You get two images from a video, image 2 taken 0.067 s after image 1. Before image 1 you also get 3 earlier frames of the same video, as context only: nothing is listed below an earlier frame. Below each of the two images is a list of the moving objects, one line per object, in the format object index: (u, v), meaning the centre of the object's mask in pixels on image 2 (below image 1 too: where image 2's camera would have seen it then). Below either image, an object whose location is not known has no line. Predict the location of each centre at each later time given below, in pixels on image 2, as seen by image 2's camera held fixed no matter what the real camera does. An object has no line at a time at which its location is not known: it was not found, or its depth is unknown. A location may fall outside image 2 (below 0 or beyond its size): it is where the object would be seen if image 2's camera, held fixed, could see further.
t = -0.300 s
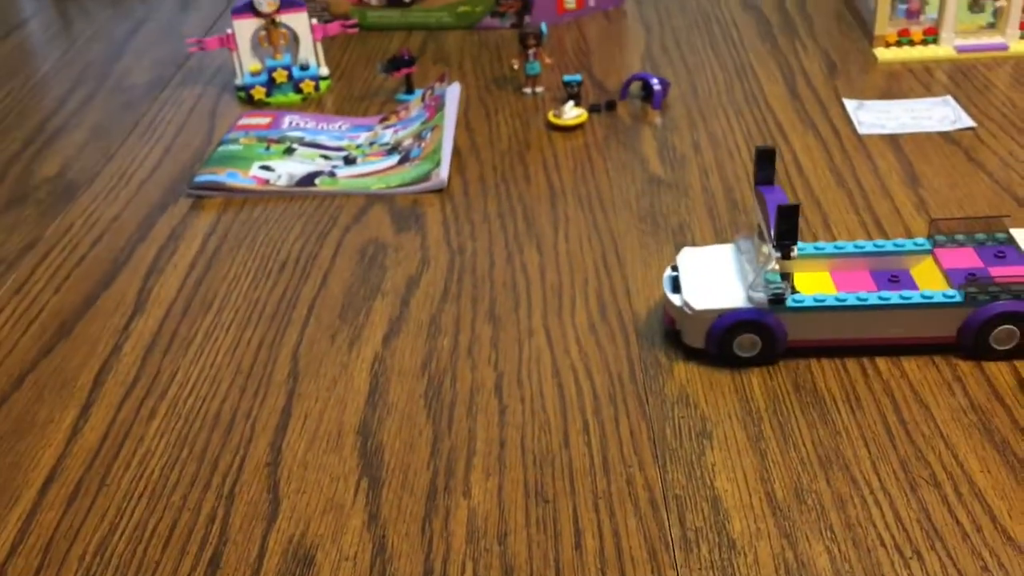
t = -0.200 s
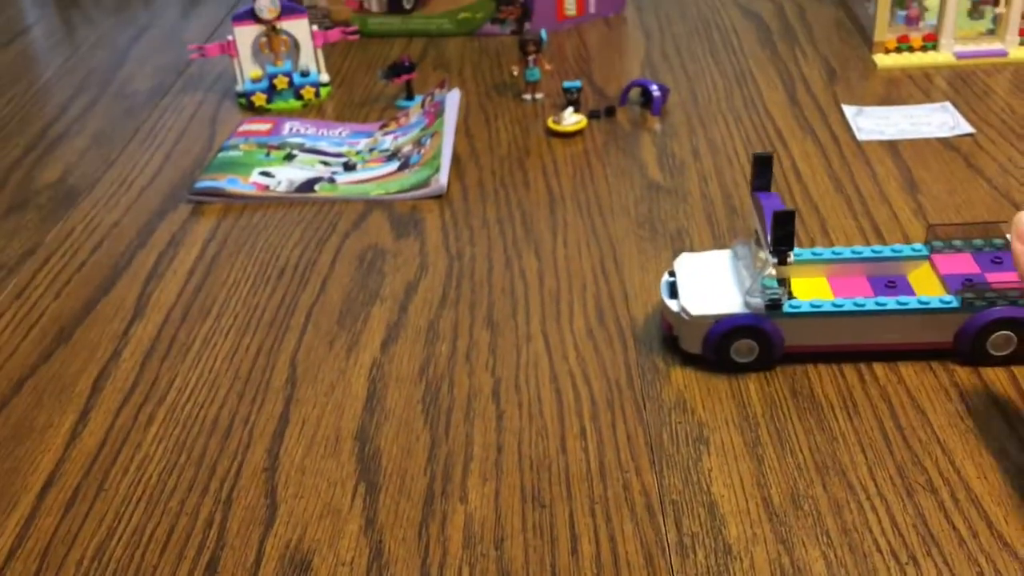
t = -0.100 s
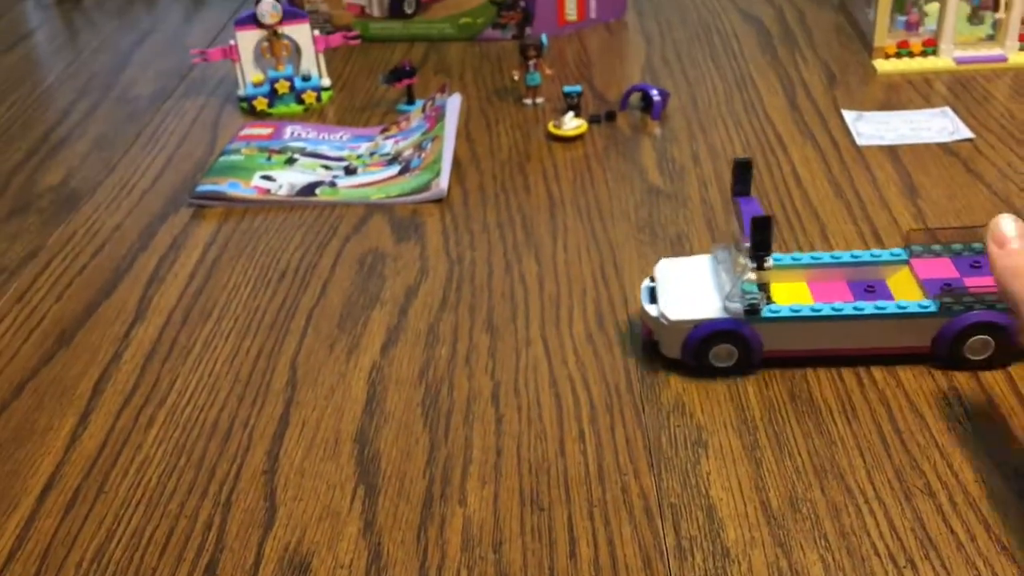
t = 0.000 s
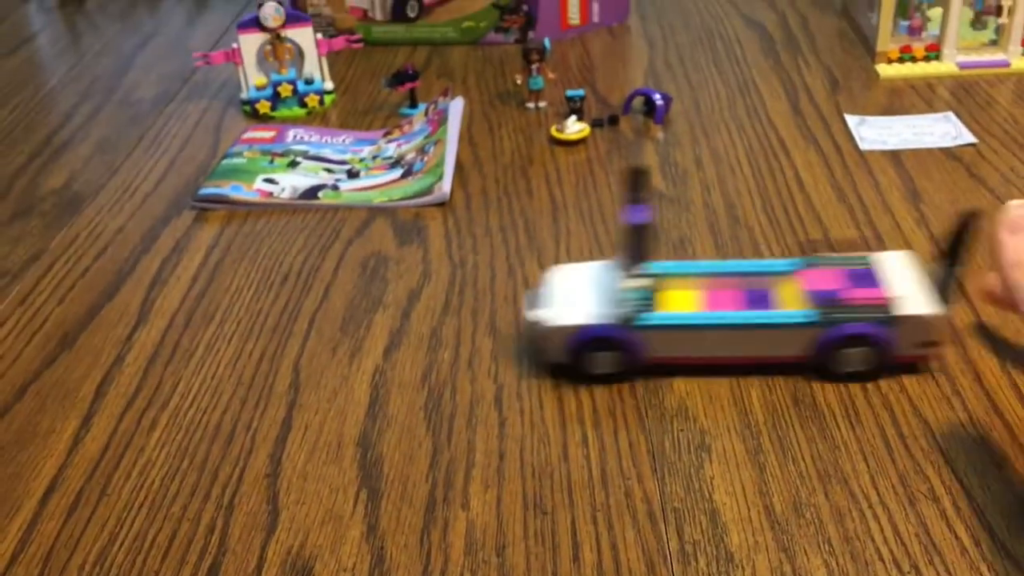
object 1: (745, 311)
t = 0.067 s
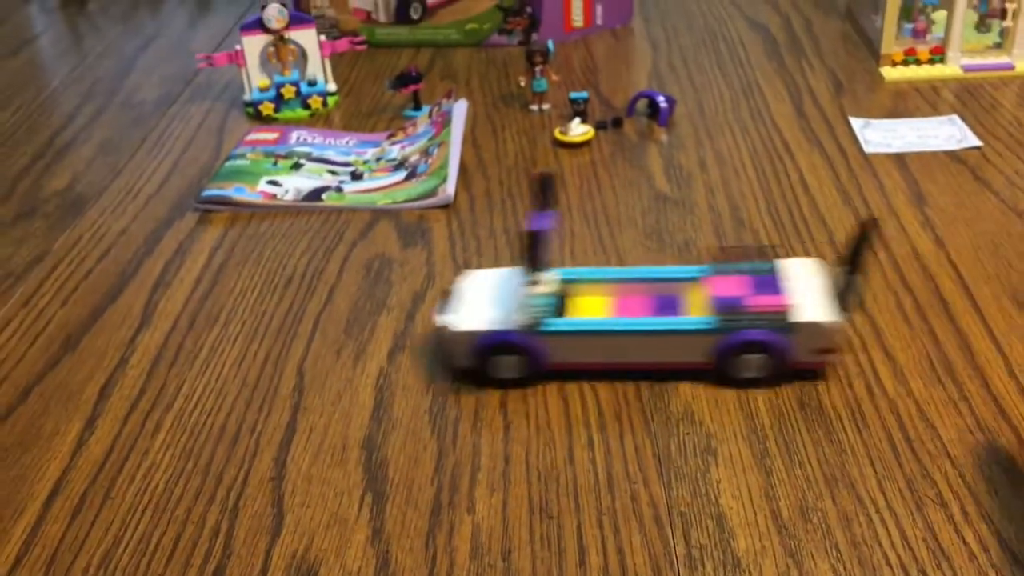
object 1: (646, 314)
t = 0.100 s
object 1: (600, 314)
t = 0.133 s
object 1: (555, 315)
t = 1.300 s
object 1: (82, 319)
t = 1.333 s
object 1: (83, 320)
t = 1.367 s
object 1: (84, 320)
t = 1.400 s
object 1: (86, 319)
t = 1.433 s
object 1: (86, 319)
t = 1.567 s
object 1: (86, 320)
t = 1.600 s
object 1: (83, 320)
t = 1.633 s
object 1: (80, 320)
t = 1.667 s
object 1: (78, 321)
